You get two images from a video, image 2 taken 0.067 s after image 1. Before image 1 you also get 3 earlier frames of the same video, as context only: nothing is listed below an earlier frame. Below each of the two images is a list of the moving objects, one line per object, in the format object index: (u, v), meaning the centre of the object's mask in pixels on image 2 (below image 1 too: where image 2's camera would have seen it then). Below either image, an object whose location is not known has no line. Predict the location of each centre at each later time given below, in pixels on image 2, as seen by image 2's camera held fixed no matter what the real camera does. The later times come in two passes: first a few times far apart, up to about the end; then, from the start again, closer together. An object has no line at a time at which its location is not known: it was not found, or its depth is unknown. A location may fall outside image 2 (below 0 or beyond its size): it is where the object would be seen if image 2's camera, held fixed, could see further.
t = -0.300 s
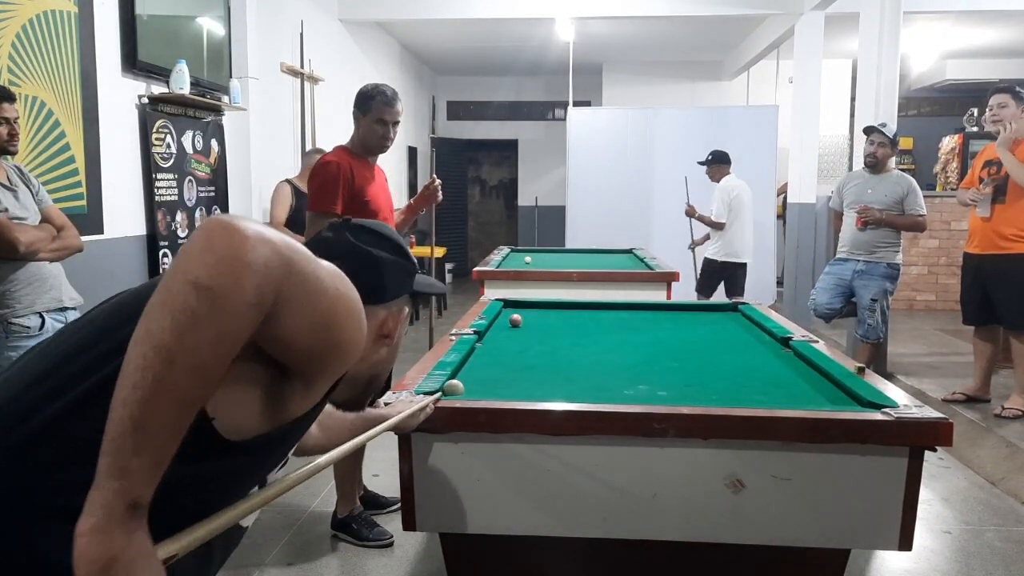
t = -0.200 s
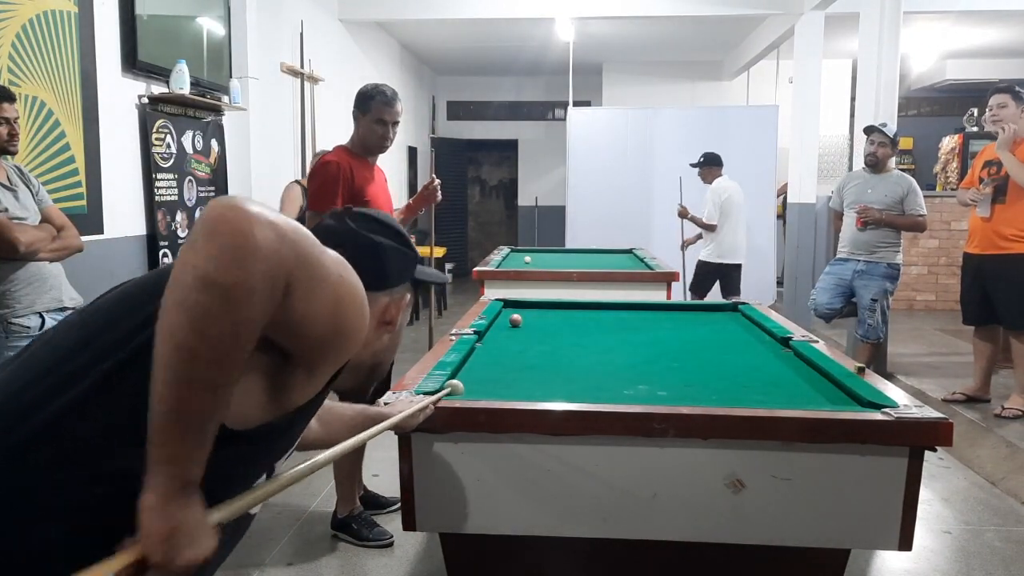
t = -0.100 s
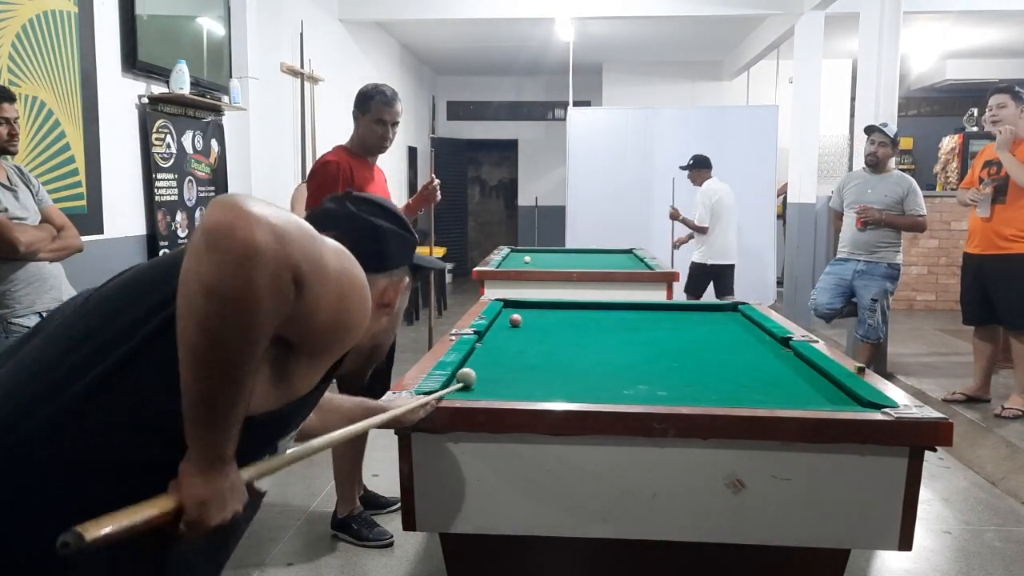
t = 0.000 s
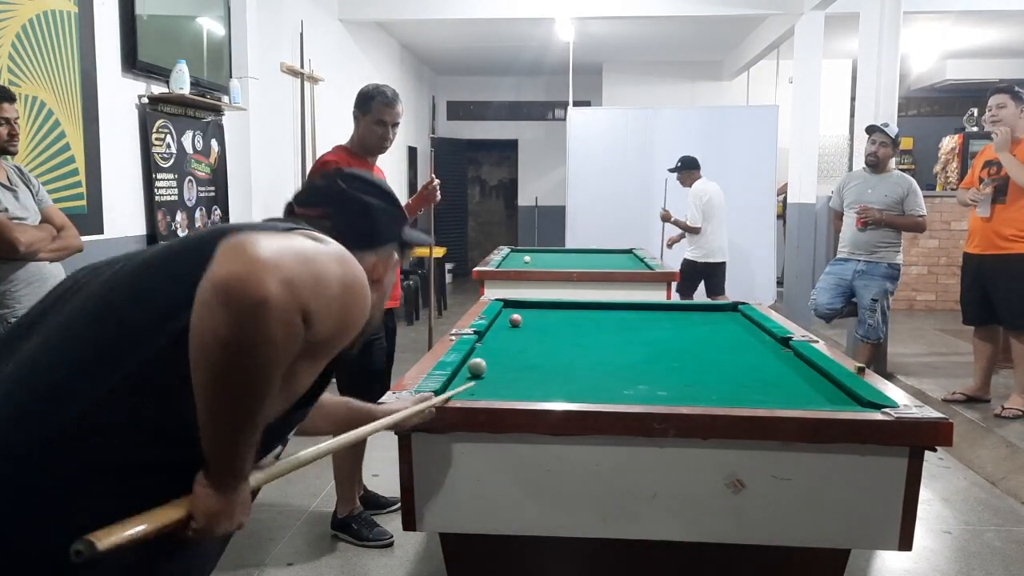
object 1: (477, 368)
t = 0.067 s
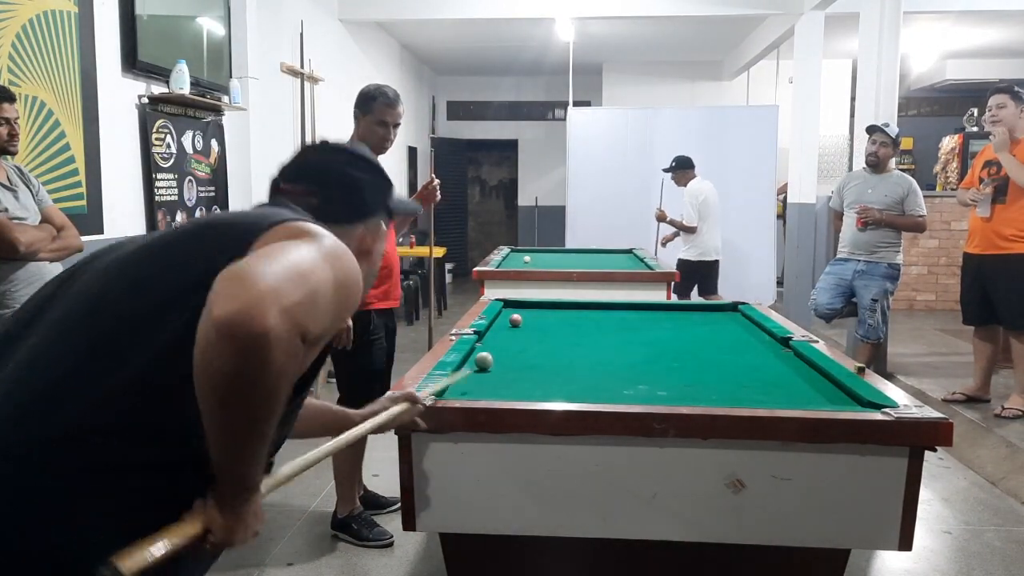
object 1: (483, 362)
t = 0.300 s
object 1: (503, 342)
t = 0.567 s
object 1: (521, 326)
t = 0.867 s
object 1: (553, 313)
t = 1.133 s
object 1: (581, 305)
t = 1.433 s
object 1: (605, 311)
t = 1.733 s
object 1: (631, 319)
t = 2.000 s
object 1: (655, 326)
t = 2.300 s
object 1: (684, 335)
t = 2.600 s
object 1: (715, 344)
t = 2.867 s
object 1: (745, 354)
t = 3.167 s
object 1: (781, 364)
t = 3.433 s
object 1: (815, 374)
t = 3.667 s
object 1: (820, 380)
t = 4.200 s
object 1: (809, 394)
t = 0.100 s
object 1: (487, 358)
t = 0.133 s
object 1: (490, 355)
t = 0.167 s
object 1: (493, 353)
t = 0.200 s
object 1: (496, 350)
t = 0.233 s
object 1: (498, 347)
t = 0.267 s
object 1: (501, 345)
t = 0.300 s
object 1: (503, 342)
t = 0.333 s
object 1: (506, 340)
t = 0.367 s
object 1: (508, 338)
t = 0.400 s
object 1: (510, 336)
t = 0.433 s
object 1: (513, 334)
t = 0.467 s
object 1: (515, 332)
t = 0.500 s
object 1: (517, 329)
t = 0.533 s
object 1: (519, 327)
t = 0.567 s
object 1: (521, 326)
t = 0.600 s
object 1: (522, 324)
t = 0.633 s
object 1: (524, 322)
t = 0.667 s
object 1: (527, 321)
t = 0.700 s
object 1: (532, 320)
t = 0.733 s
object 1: (537, 318)
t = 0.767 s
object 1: (541, 317)
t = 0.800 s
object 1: (545, 316)
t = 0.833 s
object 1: (549, 315)
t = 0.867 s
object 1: (553, 313)
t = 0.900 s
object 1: (557, 313)
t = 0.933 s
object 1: (561, 311)
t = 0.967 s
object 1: (564, 310)
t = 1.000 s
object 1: (568, 309)
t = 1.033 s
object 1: (571, 308)
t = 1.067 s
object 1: (575, 307)
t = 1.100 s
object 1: (578, 306)
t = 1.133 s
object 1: (581, 305)
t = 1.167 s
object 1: (584, 304)
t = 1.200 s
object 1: (587, 305)
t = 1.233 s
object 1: (590, 306)
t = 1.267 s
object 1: (592, 307)
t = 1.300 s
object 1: (595, 308)
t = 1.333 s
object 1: (597, 309)
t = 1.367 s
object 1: (600, 310)
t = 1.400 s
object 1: (602, 310)
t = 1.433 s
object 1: (605, 311)
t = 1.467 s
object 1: (608, 312)
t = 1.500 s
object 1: (611, 313)
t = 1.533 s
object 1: (614, 314)
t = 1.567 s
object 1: (616, 315)
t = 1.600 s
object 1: (619, 315)
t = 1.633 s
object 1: (622, 316)
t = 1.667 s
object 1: (625, 317)
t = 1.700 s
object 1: (628, 318)
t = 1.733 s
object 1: (631, 319)
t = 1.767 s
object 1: (634, 320)
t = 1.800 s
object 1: (637, 321)
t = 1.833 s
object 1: (640, 322)
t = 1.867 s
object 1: (642, 323)
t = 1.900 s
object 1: (646, 324)
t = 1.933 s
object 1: (648, 324)
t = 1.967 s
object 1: (652, 325)
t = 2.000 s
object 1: (655, 326)
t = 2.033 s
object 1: (658, 327)
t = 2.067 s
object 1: (661, 328)
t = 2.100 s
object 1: (664, 329)
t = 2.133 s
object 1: (667, 330)
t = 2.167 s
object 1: (671, 331)
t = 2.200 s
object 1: (674, 332)
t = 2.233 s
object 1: (677, 333)
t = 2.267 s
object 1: (681, 334)
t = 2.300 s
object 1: (684, 335)
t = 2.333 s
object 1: (687, 336)
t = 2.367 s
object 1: (691, 337)
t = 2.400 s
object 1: (694, 338)
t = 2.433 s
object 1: (698, 339)
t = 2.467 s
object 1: (701, 340)
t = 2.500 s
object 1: (704, 342)
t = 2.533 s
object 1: (708, 343)
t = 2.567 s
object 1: (711, 344)
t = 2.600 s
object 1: (715, 344)
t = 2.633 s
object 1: (719, 346)
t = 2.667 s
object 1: (723, 347)
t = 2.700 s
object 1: (726, 348)
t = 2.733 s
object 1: (730, 349)
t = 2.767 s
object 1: (734, 350)
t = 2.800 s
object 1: (738, 351)
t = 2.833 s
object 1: (741, 353)
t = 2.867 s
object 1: (745, 354)
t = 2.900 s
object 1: (749, 355)
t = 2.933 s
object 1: (753, 356)
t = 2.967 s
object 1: (757, 357)
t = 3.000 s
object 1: (761, 358)
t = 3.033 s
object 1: (765, 359)
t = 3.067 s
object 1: (768, 361)
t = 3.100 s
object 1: (773, 362)
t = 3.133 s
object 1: (777, 363)
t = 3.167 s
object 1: (781, 364)
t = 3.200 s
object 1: (785, 365)
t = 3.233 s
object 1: (789, 366)
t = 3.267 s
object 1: (794, 368)
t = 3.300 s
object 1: (798, 369)
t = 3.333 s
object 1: (803, 371)
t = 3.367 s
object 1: (807, 372)
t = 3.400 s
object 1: (811, 372)
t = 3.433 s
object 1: (815, 374)
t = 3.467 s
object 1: (819, 375)
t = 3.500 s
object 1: (820, 376)
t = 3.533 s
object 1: (814, 374)
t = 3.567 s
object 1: (819, 378)
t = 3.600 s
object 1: (818, 379)
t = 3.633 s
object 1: (818, 380)
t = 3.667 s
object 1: (820, 380)
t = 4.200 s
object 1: (809, 394)
